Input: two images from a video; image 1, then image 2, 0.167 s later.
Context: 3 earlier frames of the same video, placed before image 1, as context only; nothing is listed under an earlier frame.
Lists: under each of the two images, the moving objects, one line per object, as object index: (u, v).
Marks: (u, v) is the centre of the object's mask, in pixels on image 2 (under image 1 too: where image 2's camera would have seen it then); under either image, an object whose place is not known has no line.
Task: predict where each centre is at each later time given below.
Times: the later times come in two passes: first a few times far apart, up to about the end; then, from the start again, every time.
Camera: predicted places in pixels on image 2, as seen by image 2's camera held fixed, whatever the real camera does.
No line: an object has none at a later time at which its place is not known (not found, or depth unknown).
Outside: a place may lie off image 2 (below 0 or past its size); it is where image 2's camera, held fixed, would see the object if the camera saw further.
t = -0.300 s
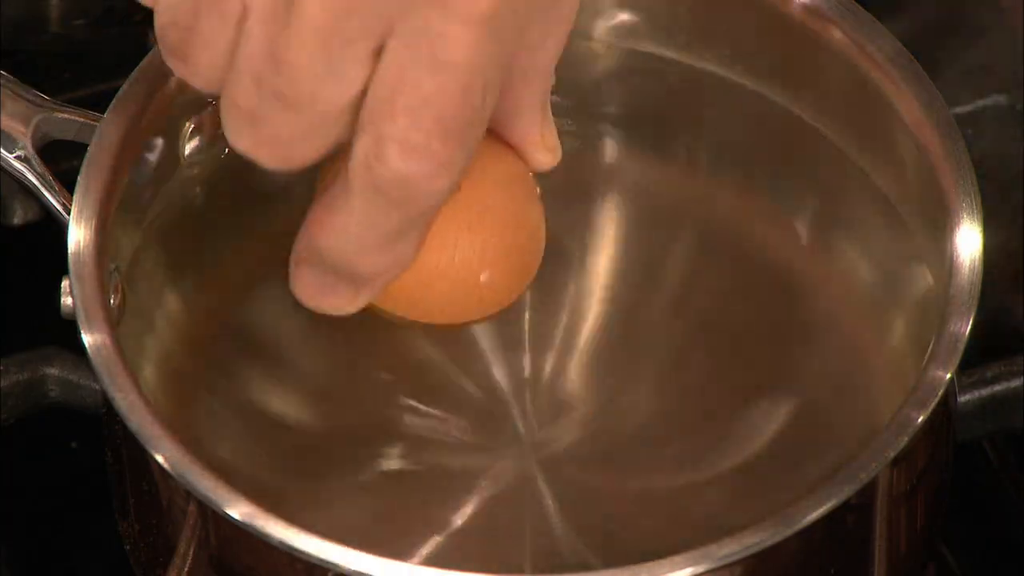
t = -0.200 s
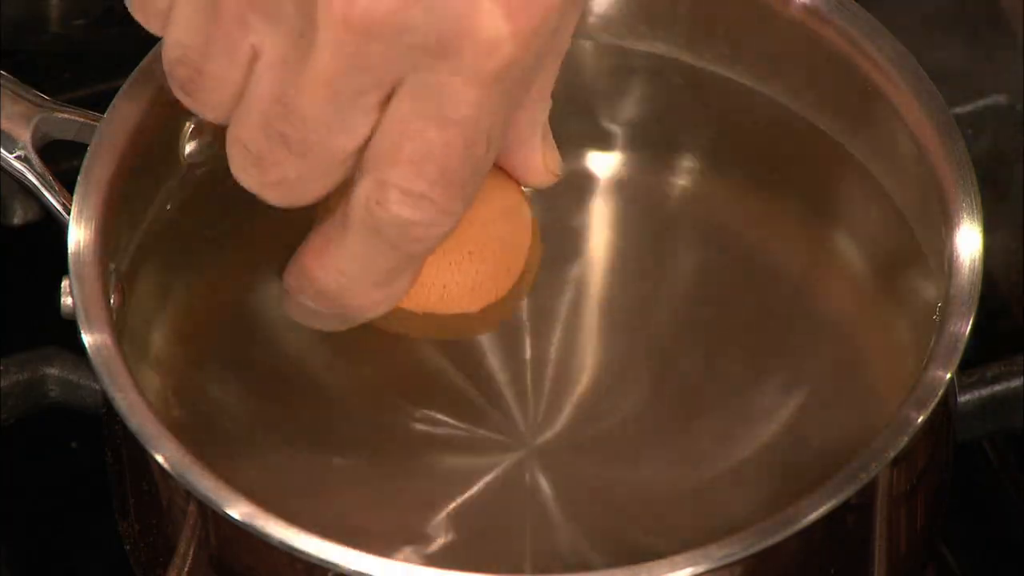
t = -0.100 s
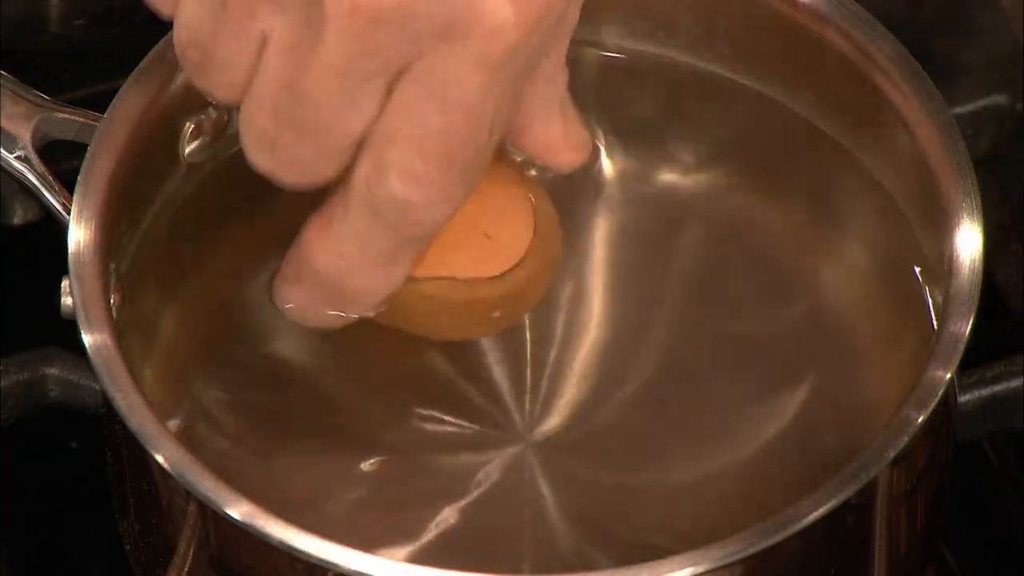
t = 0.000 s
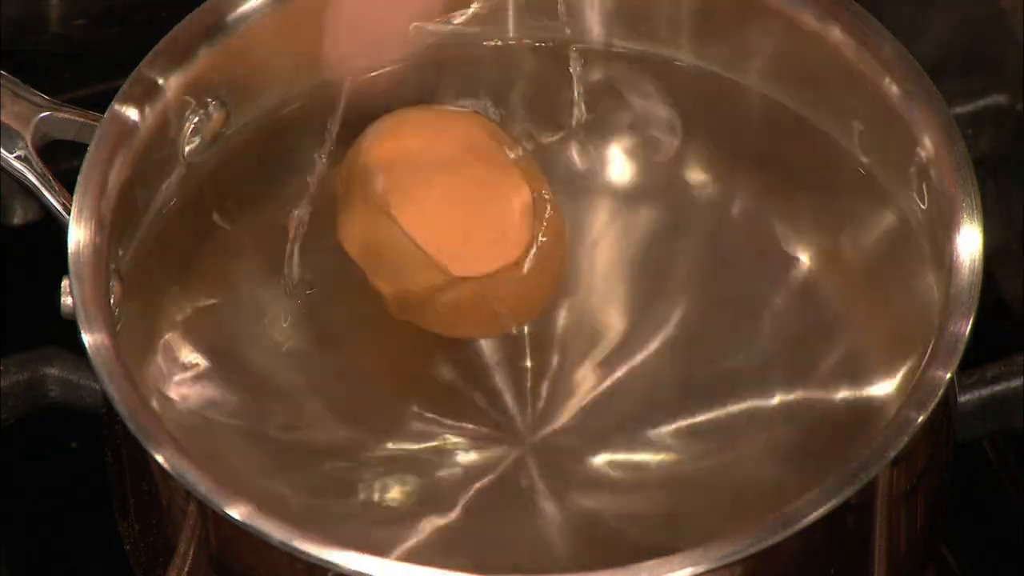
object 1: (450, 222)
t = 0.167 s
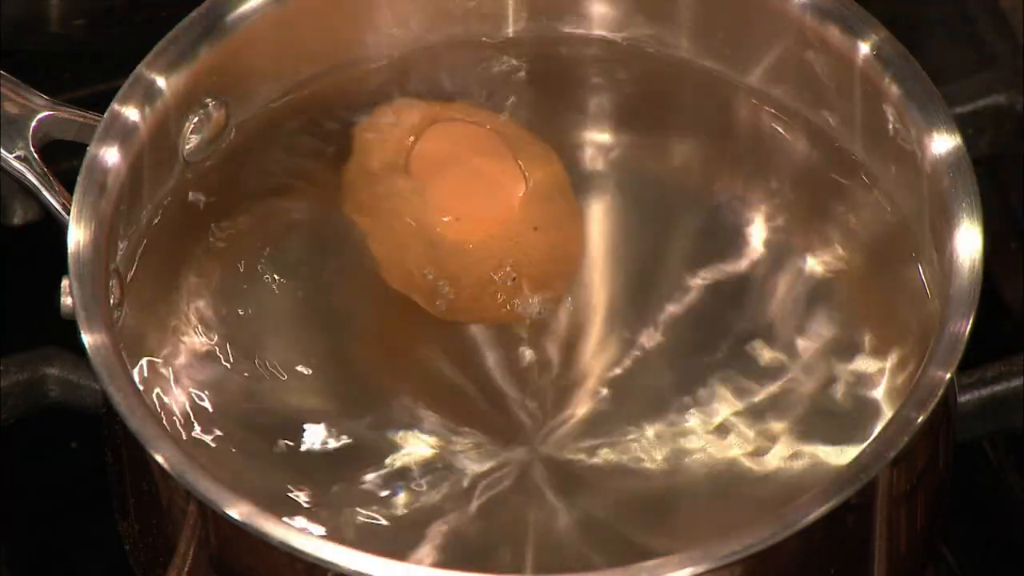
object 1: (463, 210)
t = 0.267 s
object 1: (478, 219)
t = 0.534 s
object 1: (512, 221)
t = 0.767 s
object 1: (531, 228)
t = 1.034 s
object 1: (544, 221)
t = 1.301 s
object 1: (553, 211)
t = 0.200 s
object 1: (467, 211)
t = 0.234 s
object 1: (471, 214)
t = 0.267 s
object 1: (478, 219)
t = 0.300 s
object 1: (484, 216)
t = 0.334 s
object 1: (490, 218)
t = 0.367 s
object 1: (495, 222)
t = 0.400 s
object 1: (500, 222)
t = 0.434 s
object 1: (503, 224)
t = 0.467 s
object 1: (506, 222)
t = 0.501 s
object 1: (510, 222)
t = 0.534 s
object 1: (512, 221)
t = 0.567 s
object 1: (513, 222)
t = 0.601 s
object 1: (515, 222)
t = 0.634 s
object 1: (516, 220)
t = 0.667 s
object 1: (517, 220)
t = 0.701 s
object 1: (521, 221)
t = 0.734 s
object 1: (524, 223)
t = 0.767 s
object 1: (531, 228)
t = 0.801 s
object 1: (537, 231)
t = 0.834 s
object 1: (544, 235)
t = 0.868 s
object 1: (546, 234)
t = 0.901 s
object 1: (546, 232)
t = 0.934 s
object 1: (546, 230)
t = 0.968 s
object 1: (546, 227)
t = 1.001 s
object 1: (545, 225)
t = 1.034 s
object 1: (544, 221)
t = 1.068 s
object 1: (543, 219)
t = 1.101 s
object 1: (541, 217)
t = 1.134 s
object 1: (542, 216)
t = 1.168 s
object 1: (544, 216)
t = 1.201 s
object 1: (547, 217)
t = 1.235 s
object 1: (550, 216)
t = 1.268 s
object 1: (553, 214)
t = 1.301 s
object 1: (553, 211)
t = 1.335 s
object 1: (555, 210)
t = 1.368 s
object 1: (557, 212)
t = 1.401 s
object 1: (558, 213)
